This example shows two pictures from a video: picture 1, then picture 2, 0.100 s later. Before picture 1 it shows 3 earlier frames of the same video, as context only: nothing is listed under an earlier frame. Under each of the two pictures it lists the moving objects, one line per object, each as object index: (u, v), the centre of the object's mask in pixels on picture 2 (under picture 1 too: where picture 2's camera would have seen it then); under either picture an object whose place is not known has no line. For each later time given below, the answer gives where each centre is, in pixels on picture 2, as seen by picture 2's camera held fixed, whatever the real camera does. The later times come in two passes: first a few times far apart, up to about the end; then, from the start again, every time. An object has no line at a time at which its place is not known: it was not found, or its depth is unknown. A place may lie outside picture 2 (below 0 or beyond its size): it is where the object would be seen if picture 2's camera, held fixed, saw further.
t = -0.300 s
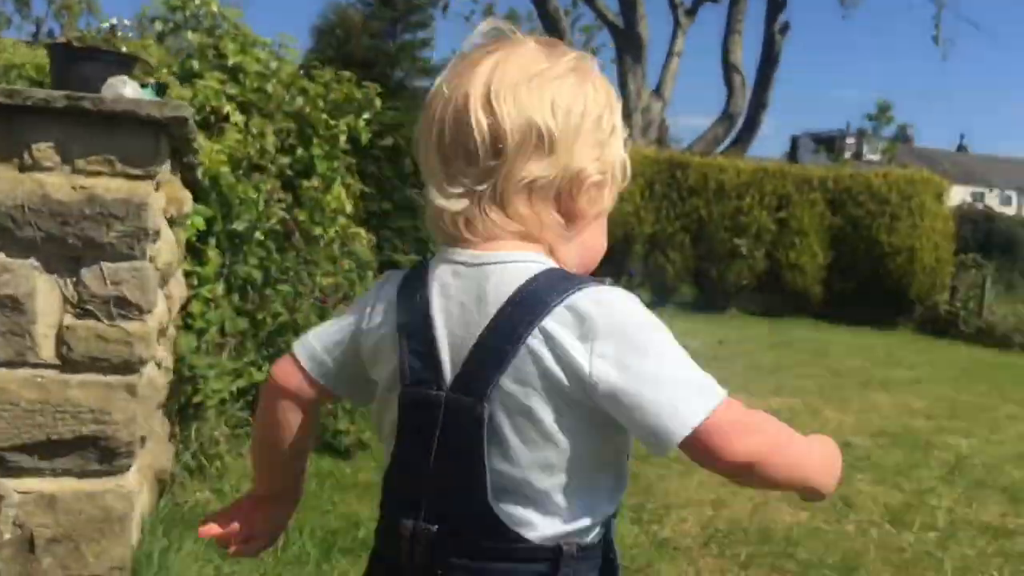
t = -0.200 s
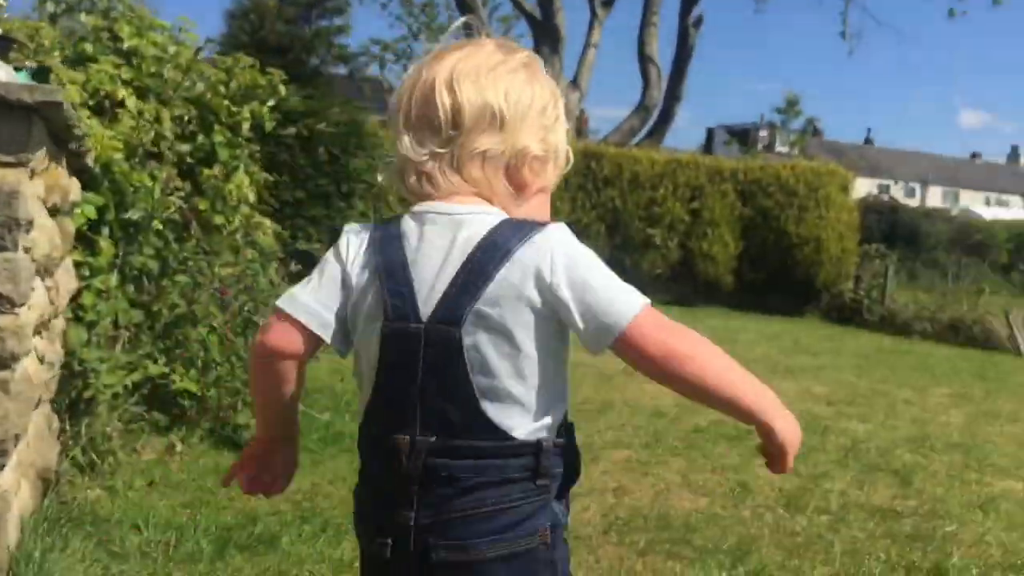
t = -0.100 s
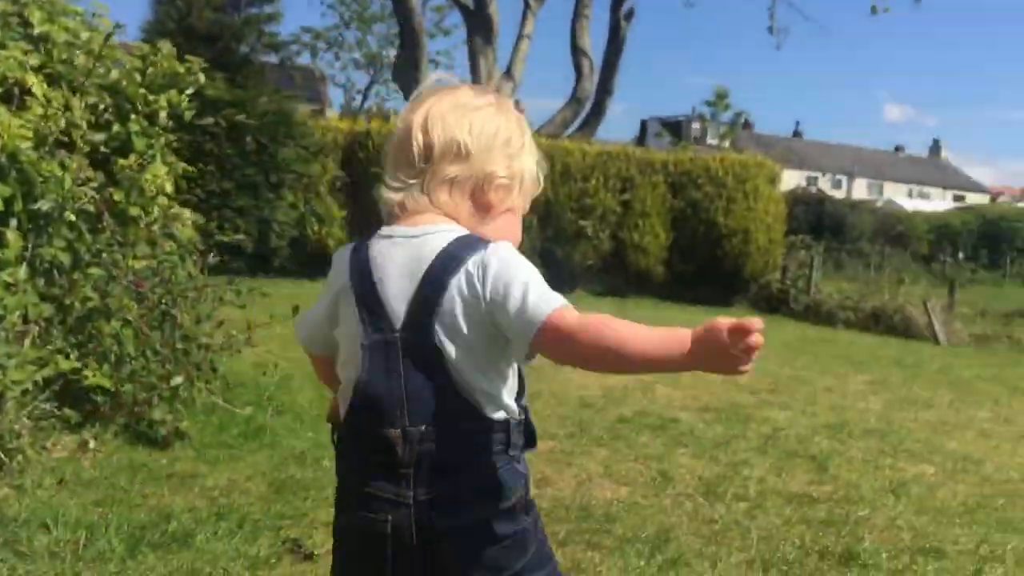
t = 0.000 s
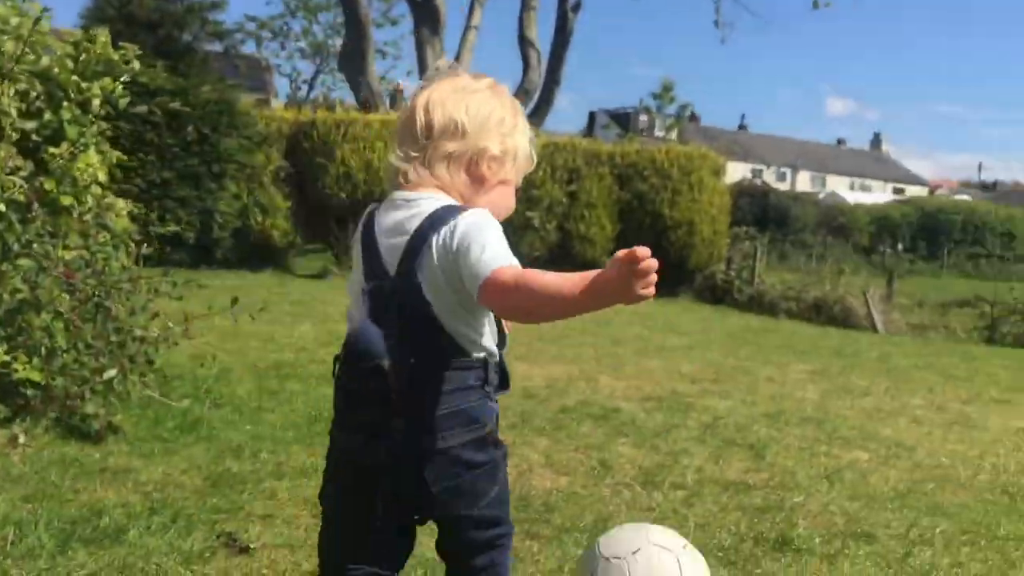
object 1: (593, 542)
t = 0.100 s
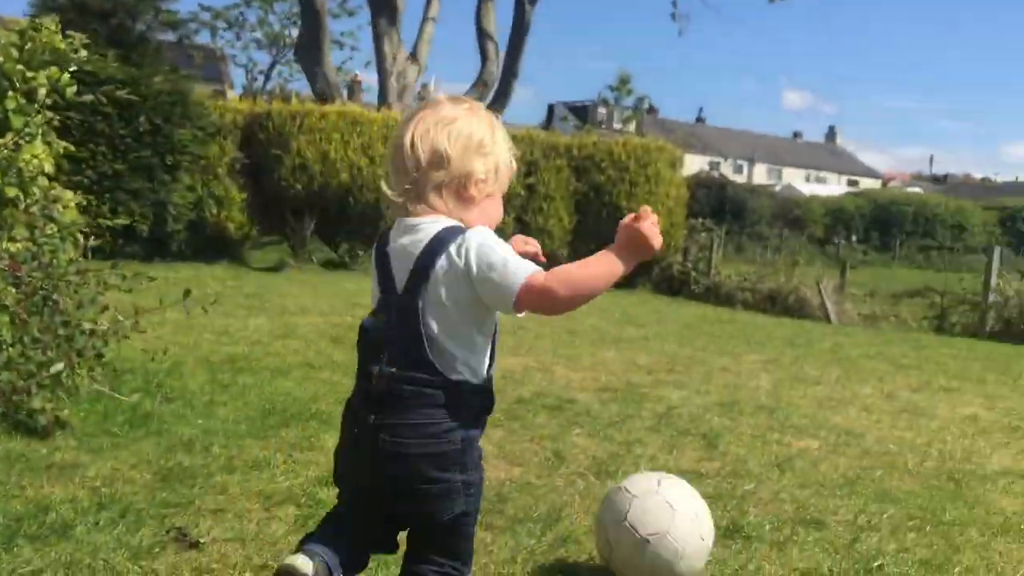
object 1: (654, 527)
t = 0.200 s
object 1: (693, 509)
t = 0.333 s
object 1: (728, 478)
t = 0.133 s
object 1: (669, 521)
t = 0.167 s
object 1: (682, 515)
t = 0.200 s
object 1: (693, 509)
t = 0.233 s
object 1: (704, 500)
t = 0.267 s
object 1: (712, 489)
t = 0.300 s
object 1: (720, 482)
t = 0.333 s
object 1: (728, 478)
